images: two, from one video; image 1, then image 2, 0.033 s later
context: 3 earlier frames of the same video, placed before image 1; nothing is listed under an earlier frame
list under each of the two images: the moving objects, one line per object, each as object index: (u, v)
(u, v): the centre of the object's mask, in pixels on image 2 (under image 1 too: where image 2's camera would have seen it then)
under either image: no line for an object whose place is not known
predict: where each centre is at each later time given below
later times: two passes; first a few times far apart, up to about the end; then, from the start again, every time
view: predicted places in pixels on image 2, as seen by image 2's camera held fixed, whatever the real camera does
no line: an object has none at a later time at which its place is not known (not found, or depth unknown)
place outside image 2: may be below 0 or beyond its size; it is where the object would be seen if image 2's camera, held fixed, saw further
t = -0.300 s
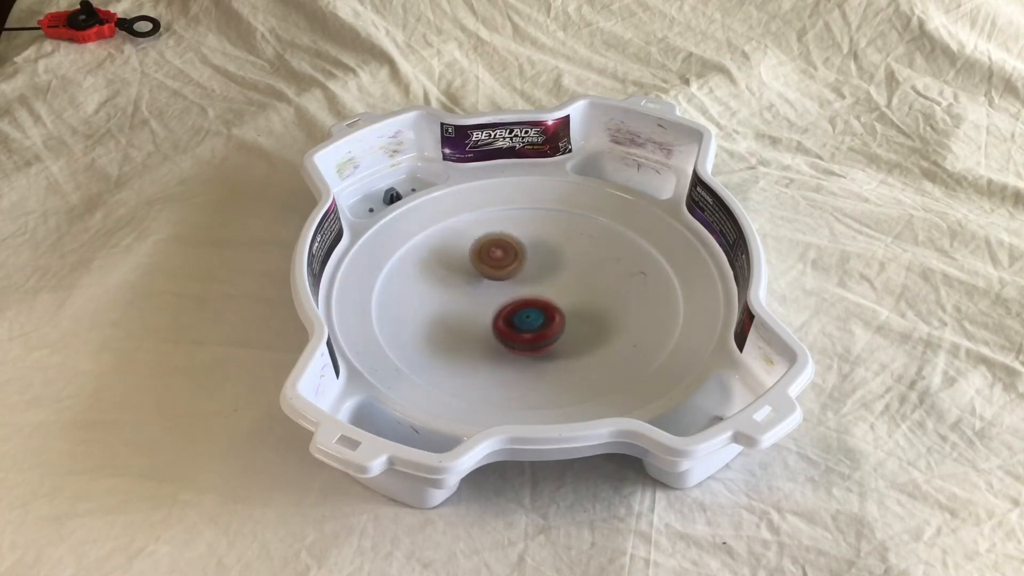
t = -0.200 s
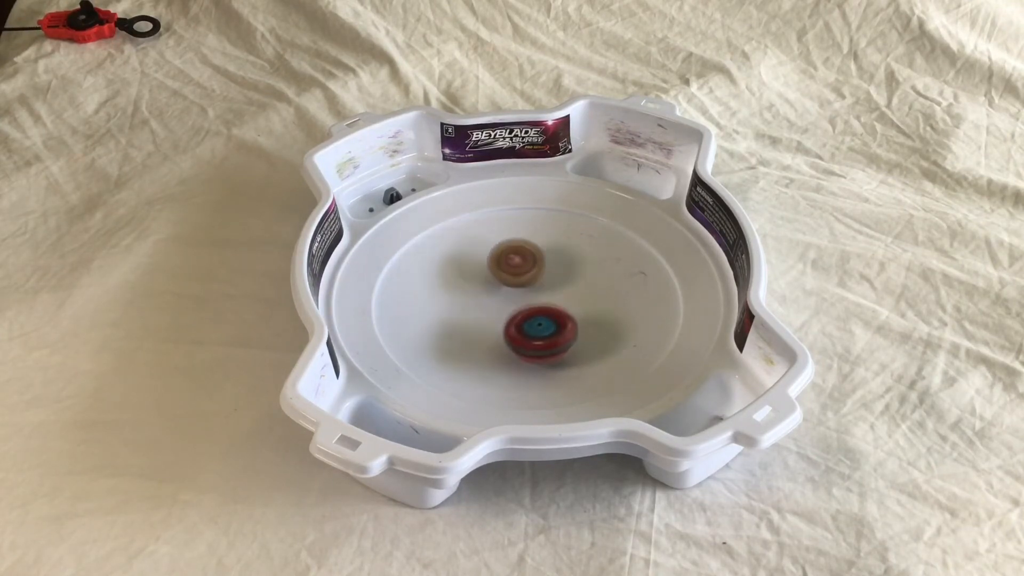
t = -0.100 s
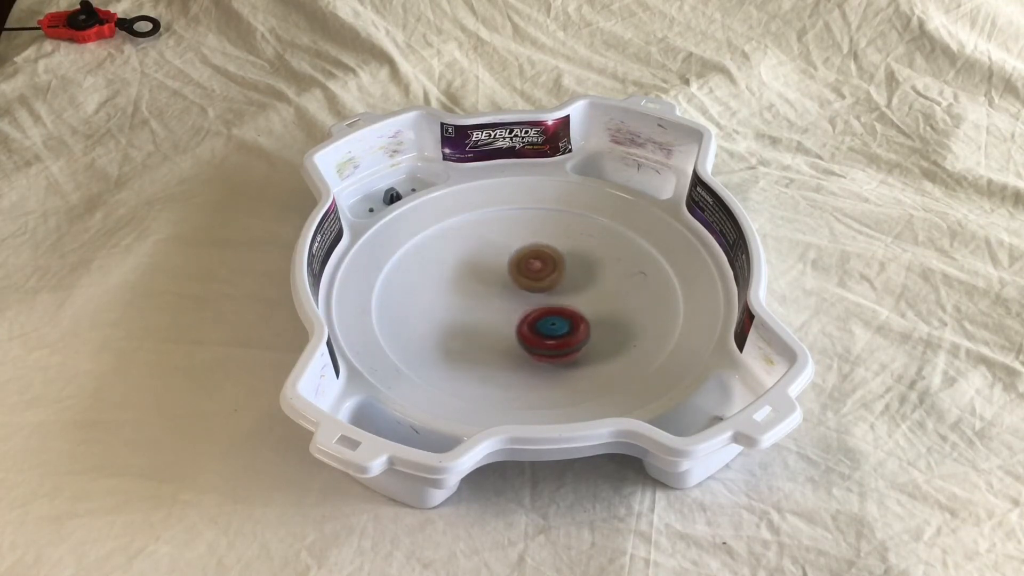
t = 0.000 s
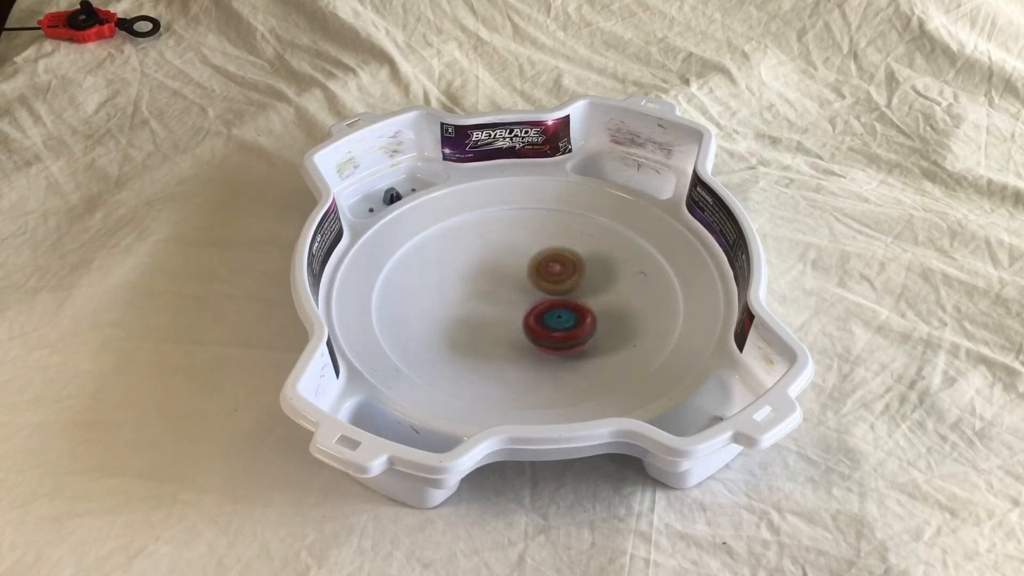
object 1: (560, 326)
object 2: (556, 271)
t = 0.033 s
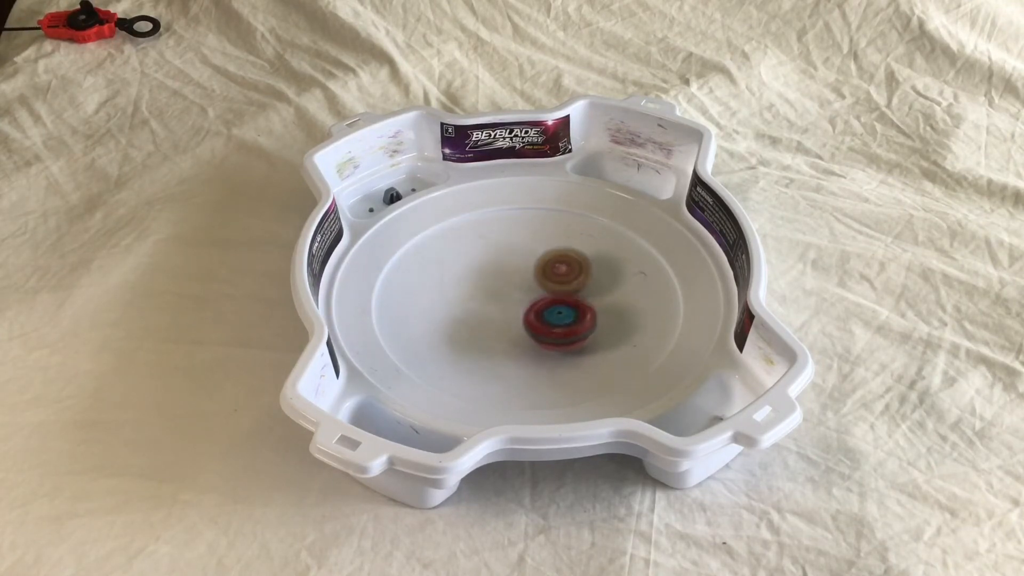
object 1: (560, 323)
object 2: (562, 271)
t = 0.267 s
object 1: (522, 305)
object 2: (591, 254)
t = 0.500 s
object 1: (474, 297)
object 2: (574, 261)
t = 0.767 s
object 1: (464, 297)
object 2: (551, 293)
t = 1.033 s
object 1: (496, 281)
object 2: (539, 324)
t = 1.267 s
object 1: (516, 259)
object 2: (532, 332)
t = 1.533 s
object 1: (522, 253)
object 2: (510, 320)
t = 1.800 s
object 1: (552, 265)
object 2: (464, 307)
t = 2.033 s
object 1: (586, 262)
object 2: (440, 302)
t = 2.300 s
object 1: (579, 279)
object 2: (459, 289)
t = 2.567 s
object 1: (551, 312)
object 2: (500, 269)
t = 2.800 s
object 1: (529, 329)
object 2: (535, 252)
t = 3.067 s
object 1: (508, 324)
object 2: (559, 250)
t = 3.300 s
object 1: (484, 300)
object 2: (566, 267)
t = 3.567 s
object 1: (471, 276)
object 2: (561, 297)
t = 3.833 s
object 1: (484, 263)
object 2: (542, 322)
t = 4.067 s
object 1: (515, 259)
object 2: (521, 328)
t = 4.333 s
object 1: (548, 261)
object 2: (497, 317)
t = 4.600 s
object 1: (566, 275)
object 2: (486, 294)
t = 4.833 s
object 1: (562, 295)
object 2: (489, 270)
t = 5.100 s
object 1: (547, 314)
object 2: (503, 256)
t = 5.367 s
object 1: (525, 316)
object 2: (525, 260)
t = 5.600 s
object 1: (496, 307)
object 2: (551, 273)
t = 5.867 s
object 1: (480, 300)
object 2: (570, 289)
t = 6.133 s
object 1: (498, 282)
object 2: (562, 305)
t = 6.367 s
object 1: (508, 264)
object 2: (537, 314)
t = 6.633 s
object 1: (518, 263)
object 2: (502, 311)
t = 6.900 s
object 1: (549, 262)
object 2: (470, 309)
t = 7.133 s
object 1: (559, 273)
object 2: (472, 297)
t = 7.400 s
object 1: (560, 297)
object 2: (494, 275)
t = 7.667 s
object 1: (560, 312)
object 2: (515, 258)
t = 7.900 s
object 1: (532, 312)
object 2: (534, 259)
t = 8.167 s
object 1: (490, 304)
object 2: (557, 275)
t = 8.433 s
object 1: (467, 294)
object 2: (564, 296)
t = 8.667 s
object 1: (486, 281)
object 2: (549, 312)
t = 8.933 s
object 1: (516, 260)
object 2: (522, 326)
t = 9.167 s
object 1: (541, 257)
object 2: (504, 322)
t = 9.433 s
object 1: (559, 277)
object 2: (495, 297)
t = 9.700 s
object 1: (564, 303)
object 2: (493, 266)
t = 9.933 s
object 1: (540, 317)
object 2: (509, 254)
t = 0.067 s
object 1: (559, 318)
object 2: (569, 270)
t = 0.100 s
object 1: (555, 316)
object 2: (576, 268)
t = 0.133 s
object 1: (550, 314)
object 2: (583, 263)
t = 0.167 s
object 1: (544, 312)
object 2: (587, 260)
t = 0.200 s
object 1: (537, 309)
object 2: (590, 257)
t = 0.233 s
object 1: (530, 307)
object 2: (590, 255)
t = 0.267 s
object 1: (522, 305)
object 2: (591, 254)
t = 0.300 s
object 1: (515, 303)
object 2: (590, 253)
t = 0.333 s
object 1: (507, 301)
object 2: (589, 252)
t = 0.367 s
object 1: (499, 300)
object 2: (586, 253)
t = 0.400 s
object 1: (492, 299)
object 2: (584, 254)
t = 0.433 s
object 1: (485, 298)
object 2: (580, 256)
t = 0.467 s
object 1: (479, 297)
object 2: (577, 258)
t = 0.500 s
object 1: (474, 297)
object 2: (574, 261)
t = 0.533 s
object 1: (470, 297)
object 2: (571, 265)
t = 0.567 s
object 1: (466, 297)
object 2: (567, 268)
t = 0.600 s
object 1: (464, 297)
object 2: (564, 272)
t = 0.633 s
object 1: (463, 297)
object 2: (562, 276)
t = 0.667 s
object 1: (462, 297)
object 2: (559, 280)
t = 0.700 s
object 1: (462, 297)
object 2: (556, 284)
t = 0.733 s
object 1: (463, 297)
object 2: (554, 289)
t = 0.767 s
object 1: (464, 297)
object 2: (551, 293)
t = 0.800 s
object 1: (467, 296)
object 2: (549, 298)
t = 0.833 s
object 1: (470, 295)
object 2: (547, 302)
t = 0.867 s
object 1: (474, 294)
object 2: (545, 307)
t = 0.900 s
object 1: (478, 292)
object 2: (544, 311)
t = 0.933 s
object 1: (482, 290)
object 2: (543, 315)
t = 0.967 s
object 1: (487, 287)
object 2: (542, 319)
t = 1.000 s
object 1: (492, 285)
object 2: (541, 322)
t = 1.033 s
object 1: (496, 281)
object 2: (539, 324)
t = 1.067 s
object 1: (499, 278)
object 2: (539, 327)
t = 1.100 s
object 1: (503, 275)
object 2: (538, 328)
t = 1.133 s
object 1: (506, 271)
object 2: (537, 330)
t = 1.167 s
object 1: (509, 267)
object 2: (536, 331)
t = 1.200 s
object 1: (512, 264)
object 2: (535, 331)
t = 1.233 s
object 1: (514, 261)
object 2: (533, 332)
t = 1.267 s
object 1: (516, 259)
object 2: (532, 332)
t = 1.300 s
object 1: (517, 256)
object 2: (530, 331)
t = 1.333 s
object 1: (519, 255)
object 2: (528, 331)
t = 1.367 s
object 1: (519, 253)
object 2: (525, 329)
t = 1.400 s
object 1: (520, 252)
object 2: (523, 328)
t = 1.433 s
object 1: (520, 252)
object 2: (520, 326)
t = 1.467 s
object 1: (521, 252)
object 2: (517, 324)
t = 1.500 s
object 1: (522, 252)
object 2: (514, 322)
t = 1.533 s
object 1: (522, 253)
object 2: (510, 320)
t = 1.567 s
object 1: (524, 254)
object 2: (507, 318)
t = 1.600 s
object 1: (524, 256)
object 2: (504, 315)
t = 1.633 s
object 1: (526, 258)
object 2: (501, 313)
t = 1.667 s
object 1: (527, 261)
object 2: (497, 311)
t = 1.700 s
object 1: (529, 265)
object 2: (494, 309)
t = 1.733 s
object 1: (532, 268)
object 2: (490, 306)
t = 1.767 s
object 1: (543, 266)
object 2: (474, 307)
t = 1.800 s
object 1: (552, 265)
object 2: (464, 307)
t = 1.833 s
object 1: (560, 265)
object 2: (456, 307)
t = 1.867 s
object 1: (566, 265)
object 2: (451, 306)
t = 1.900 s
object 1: (571, 264)
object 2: (447, 305)
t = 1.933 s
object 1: (576, 264)
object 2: (444, 304)
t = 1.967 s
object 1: (580, 263)
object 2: (442, 304)
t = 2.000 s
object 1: (584, 263)
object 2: (441, 303)
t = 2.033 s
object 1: (586, 262)
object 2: (440, 302)
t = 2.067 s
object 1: (588, 262)
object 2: (441, 301)
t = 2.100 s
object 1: (589, 263)
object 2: (442, 300)
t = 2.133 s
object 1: (590, 264)
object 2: (444, 298)
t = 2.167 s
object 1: (589, 266)
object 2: (446, 297)
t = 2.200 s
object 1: (588, 268)
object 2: (449, 295)
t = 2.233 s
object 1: (585, 271)
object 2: (452, 293)
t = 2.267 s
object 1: (582, 275)
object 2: (455, 291)
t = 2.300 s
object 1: (579, 279)
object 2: (459, 289)
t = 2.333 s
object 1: (575, 284)
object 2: (464, 287)
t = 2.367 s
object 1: (572, 289)
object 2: (467, 284)
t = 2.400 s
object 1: (568, 293)
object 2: (473, 282)
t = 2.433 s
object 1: (565, 297)
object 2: (478, 281)
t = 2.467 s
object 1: (561, 301)
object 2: (483, 278)
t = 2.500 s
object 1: (557, 305)
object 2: (489, 275)
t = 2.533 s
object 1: (554, 309)
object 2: (494, 272)
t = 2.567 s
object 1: (551, 312)
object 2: (500, 269)
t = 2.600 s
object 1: (548, 316)
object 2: (505, 266)
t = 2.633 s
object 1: (544, 319)
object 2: (511, 263)
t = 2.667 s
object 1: (541, 321)
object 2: (517, 261)
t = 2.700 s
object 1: (538, 324)
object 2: (521, 258)
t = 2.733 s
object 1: (535, 326)
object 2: (526, 256)
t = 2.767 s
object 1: (532, 328)
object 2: (531, 253)
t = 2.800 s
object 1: (529, 329)
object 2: (535, 252)
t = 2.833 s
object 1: (526, 331)
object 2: (539, 250)
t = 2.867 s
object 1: (524, 332)
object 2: (543, 249)
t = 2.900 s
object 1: (522, 332)
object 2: (546, 248)
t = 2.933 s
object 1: (519, 331)
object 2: (549, 248)
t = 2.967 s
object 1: (517, 330)
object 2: (552, 248)
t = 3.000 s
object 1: (514, 329)
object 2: (555, 248)
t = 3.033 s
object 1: (511, 327)
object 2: (557, 249)
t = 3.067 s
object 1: (508, 324)
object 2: (559, 250)
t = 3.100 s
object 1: (504, 321)
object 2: (560, 251)
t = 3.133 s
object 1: (501, 318)
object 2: (561, 253)
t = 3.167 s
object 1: (497, 315)
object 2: (563, 255)
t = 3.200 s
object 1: (494, 311)
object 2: (564, 258)
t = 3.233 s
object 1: (491, 307)
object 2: (565, 260)
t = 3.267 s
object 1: (488, 303)
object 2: (566, 264)
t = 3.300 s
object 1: (484, 300)
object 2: (566, 267)
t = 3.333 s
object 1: (482, 296)
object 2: (566, 270)
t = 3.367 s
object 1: (479, 293)
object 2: (566, 274)
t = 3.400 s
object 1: (477, 290)
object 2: (566, 277)
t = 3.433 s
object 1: (475, 287)
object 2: (566, 281)
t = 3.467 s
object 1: (474, 284)
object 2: (565, 285)
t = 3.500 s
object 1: (473, 281)
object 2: (564, 288)
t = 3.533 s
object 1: (472, 278)
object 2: (563, 293)
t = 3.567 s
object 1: (471, 276)
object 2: (561, 297)
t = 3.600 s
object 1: (470, 274)
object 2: (559, 300)
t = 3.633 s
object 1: (471, 272)
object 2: (557, 304)
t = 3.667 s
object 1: (472, 271)
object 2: (555, 308)
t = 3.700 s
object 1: (474, 269)
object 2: (553, 311)
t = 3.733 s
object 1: (475, 267)
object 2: (550, 314)
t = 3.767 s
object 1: (478, 265)
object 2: (547, 317)
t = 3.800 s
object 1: (481, 264)
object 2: (545, 319)
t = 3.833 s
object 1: (484, 263)
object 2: (542, 322)
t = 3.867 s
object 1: (488, 262)
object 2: (539, 324)
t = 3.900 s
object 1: (493, 262)
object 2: (536, 325)
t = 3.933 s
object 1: (498, 261)
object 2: (533, 326)
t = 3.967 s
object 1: (502, 260)
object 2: (530, 327)
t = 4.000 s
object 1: (507, 260)
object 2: (527, 328)
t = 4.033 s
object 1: (511, 259)
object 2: (524, 328)
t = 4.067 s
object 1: (515, 259)
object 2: (521, 328)
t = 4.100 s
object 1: (520, 259)
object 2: (518, 328)
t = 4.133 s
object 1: (525, 259)
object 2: (514, 328)
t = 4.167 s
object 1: (529, 259)
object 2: (511, 327)
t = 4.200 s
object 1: (534, 258)
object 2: (508, 325)
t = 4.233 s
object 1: (537, 259)
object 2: (505, 324)
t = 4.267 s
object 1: (541, 259)
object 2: (502, 322)
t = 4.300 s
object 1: (544, 260)
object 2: (500, 320)
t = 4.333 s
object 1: (548, 261)
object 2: (497, 317)
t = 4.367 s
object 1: (551, 262)
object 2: (495, 315)
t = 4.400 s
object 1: (554, 264)
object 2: (493, 312)
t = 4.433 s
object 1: (556, 266)
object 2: (491, 310)
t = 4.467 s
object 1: (558, 268)
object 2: (490, 306)
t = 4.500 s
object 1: (560, 270)
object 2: (488, 303)
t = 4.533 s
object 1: (562, 272)
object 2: (487, 300)
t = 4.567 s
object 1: (565, 274)
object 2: (486, 297)
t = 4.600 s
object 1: (566, 275)
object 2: (486, 294)
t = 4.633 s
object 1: (566, 277)
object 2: (485, 290)
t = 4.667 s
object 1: (566, 280)
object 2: (486, 287)
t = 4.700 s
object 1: (565, 283)
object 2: (487, 284)
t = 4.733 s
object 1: (565, 286)
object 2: (487, 280)
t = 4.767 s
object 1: (564, 289)
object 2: (488, 277)
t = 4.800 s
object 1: (563, 292)
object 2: (488, 273)
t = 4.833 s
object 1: (562, 295)
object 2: (489, 270)
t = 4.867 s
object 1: (560, 298)
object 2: (490, 267)
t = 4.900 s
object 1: (559, 301)
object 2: (491, 265)
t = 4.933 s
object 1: (557, 303)
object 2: (493, 263)
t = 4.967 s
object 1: (556, 305)
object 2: (495, 261)
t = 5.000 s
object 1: (554, 308)
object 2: (497, 259)
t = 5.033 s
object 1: (551, 311)
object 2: (499, 258)
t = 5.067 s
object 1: (549, 312)
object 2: (501, 257)
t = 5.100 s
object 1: (547, 314)
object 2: (503, 256)
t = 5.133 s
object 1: (545, 315)
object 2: (506, 256)
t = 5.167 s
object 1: (543, 316)
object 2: (508, 255)
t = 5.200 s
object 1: (540, 316)
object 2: (511, 256)
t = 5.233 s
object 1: (537, 317)
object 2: (513, 256)
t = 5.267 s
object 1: (535, 317)
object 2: (517, 256)
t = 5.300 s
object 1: (532, 317)
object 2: (520, 257)
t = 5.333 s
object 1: (529, 317)
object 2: (523, 259)
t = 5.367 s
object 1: (525, 316)
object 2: (525, 260)
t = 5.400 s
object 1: (522, 315)
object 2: (529, 261)
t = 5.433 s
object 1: (518, 313)
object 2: (532, 263)
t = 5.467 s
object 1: (514, 312)
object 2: (536, 265)
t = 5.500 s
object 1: (510, 310)
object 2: (538, 267)
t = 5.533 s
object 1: (505, 308)
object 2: (541, 270)
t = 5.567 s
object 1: (501, 307)
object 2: (546, 271)
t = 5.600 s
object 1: (496, 307)
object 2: (551, 273)
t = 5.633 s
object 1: (492, 306)
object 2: (554, 275)
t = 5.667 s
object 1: (489, 305)
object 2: (558, 277)
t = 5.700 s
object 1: (486, 304)
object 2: (562, 279)
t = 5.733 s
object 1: (483, 303)
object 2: (564, 281)
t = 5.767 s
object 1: (481, 303)
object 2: (566, 283)
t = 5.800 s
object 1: (480, 302)
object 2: (568, 285)
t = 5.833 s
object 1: (479, 301)
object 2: (569, 287)
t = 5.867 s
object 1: (480, 300)
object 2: (570, 289)
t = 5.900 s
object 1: (481, 299)
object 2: (571, 291)
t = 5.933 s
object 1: (482, 297)
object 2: (571, 293)
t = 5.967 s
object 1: (484, 295)
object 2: (571, 295)
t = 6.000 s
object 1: (487, 294)
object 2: (569, 297)
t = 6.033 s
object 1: (490, 291)
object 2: (568, 298)
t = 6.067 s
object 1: (493, 288)
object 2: (566, 301)
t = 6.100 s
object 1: (496, 285)
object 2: (564, 303)
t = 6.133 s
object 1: (498, 282)
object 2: (562, 305)
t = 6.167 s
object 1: (500, 279)
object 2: (559, 307)
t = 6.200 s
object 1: (502, 276)
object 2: (556, 309)
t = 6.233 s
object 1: (504, 273)
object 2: (553, 310)
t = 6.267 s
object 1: (504, 270)
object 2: (548, 311)
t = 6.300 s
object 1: (506, 268)
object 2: (544, 312)
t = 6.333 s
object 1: (508, 266)
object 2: (541, 314)
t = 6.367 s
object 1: (508, 264)
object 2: (537, 314)
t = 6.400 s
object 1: (509, 262)
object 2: (533, 315)
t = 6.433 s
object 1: (510, 261)
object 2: (528, 316)
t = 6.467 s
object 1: (512, 260)
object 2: (523, 315)
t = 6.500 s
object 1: (512, 259)
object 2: (519, 315)
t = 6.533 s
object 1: (513, 260)
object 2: (515, 314)
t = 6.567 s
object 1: (514, 261)
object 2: (511, 313)
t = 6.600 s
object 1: (516, 261)
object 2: (507, 313)
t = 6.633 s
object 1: (518, 263)
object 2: (502, 311)
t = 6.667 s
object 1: (520, 265)
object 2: (499, 310)
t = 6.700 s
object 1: (525, 267)
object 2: (491, 312)
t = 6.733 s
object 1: (530, 265)
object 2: (485, 313)
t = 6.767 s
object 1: (535, 264)
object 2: (481, 312)
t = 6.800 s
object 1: (540, 263)
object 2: (477, 311)
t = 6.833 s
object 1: (543, 262)
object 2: (474, 310)
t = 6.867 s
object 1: (546, 262)
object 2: (471, 310)
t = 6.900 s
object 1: (549, 262)
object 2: (470, 309)
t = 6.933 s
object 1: (552, 262)
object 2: (469, 307)
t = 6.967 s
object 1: (553, 263)
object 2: (468, 306)
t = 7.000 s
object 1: (555, 264)
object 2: (468, 304)
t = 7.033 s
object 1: (557, 266)
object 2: (468, 303)
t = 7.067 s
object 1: (557, 268)
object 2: (468, 301)
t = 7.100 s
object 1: (558, 270)
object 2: (470, 299)
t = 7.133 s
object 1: (559, 273)
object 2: (472, 297)
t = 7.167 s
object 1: (560, 275)
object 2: (474, 295)
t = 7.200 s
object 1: (560, 277)
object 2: (476, 293)
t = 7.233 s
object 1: (560, 280)
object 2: (480, 290)
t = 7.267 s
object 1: (559, 283)
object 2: (485, 289)
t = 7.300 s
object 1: (557, 286)
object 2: (488, 286)
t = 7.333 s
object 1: (558, 290)
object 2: (491, 282)
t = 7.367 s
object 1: (559, 293)
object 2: (492, 279)
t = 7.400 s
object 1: (560, 297)
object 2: (494, 275)
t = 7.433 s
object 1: (562, 300)
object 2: (496, 273)
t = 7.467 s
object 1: (563, 302)
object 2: (498, 270)
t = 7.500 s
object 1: (563, 305)
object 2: (501, 267)
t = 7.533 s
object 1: (563, 307)
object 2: (504, 265)
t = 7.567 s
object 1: (564, 308)
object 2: (506, 263)
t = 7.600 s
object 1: (563, 310)
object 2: (509, 261)
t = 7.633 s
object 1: (562, 312)
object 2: (512, 259)
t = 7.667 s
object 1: (560, 312)
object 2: (515, 258)
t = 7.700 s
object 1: (557, 313)
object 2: (517, 257)
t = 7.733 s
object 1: (554, 314)
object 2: (521, 257)
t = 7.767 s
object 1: (551, 313)
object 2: (523, 257)
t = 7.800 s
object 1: (546, 313)
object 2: (526, 257)
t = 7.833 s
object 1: (542, 313)
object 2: (529, 257)
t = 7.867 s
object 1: (537, 313)
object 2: (531, 258)
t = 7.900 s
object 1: (532, 312)
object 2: (534, 259)
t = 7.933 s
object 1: (528, 311)
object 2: (536, 260)
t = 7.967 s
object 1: (522, 309)
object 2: (539, 262)
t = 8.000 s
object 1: (517, 309)
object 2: (541, 263)
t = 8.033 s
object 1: (512, 307)
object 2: (544, 266)
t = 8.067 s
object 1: (507, 306)
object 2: (546, 268)
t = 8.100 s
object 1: (500, 305)
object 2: (551, 270)
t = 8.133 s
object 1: (496, 305)
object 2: (554, 273)
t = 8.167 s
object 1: (490, 304)
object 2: (557, 275)
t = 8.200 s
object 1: (486, 304)
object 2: (560, 277)
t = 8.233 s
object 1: (482, 303)
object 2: (562, 280)
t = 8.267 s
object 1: (477, 302)
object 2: (564, 282)
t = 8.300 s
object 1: (475, 301)
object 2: (564, 285)
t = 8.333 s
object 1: (471, 299)
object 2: (565, 288)
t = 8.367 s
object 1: (470, 298)
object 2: (565, 290)
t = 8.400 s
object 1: (468, 297)
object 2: (565, 293)
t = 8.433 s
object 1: (467, 294)
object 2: (564, 296)
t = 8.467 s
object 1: (468, 293)
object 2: (563, 299)
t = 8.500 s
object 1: (469, 291)
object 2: (562, 301)
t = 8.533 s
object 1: (470, 289)
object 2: (560, 303)
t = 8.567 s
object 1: (474, 287)
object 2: (558, 306)
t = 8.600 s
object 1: (477, 285)
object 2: (555, 308)
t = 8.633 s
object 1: (481, 283)
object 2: (552, 310)
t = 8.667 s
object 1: (486, 281)
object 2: (549, 312)
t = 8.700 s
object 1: (488, 279)
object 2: (545, 313)
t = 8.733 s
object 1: (493, 277)
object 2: (542, 315)
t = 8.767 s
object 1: (497, 275)
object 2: (538, 316)
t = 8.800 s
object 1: (501, 273)
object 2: (534, 317)
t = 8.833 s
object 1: (505, 269)
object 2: (532, 322)
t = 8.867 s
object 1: (508, 265)
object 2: (529, 324)
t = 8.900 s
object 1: (512, 263)
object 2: (526, 325)
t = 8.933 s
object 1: (516, 260)
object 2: (522, 326)
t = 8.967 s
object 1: (519, 259)
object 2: (520, 327)
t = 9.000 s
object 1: (523, 257)
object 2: (517, 327)
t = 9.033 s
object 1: (526, 256)
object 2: (514, 326)
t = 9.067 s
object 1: (530, 256)
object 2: (512, 326)
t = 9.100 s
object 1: (534, 256)
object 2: (509, 325)
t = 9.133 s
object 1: (537, 257)
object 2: (506, 323)
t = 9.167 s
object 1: (541, 257)
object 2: (504, 322)
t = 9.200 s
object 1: (544, 258)
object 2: (502, 320)
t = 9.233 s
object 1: (548, 260)
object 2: (500, 318)
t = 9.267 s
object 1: (550, 262)
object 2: (499, 315)
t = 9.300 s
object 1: (553, 265)
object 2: (498, 312)
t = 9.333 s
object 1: (555, 268)
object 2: (496, 308)
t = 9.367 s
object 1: (557, 271)
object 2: (495, 305)
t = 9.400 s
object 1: (559, 274)
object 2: (495, 301)
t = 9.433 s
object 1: (559, 277)
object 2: (495, 297)
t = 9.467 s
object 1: (560, 281)
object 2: (496, 294)
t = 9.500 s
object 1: (563, 285)
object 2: (493, 289)
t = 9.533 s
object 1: (564, 289)
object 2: (491, 284)
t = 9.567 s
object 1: (565, 291)
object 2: (490, 280)
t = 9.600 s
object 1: (565, 294)
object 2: (491, 276)
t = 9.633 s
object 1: (566, 297)
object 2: (491, 272)
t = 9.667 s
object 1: (565, 300)
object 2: (492, 269)
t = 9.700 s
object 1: (564, 303)
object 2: (493, 266)
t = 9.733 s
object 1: (562, 305)
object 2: (494, 263)
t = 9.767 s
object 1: (560, 308)
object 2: (496, 260)
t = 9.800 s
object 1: (557, 311)
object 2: (498, 258)
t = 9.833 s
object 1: (553, 313)
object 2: (500, 257)
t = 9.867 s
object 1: (549, 314)
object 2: (503, 255)
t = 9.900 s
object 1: (544, 316)
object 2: (506, 255)
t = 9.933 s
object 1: (540, 317)
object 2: (509, 254)
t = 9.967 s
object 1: (535, 317)
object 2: (512, 254)
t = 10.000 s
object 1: (530, 317)
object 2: (515, 255)
